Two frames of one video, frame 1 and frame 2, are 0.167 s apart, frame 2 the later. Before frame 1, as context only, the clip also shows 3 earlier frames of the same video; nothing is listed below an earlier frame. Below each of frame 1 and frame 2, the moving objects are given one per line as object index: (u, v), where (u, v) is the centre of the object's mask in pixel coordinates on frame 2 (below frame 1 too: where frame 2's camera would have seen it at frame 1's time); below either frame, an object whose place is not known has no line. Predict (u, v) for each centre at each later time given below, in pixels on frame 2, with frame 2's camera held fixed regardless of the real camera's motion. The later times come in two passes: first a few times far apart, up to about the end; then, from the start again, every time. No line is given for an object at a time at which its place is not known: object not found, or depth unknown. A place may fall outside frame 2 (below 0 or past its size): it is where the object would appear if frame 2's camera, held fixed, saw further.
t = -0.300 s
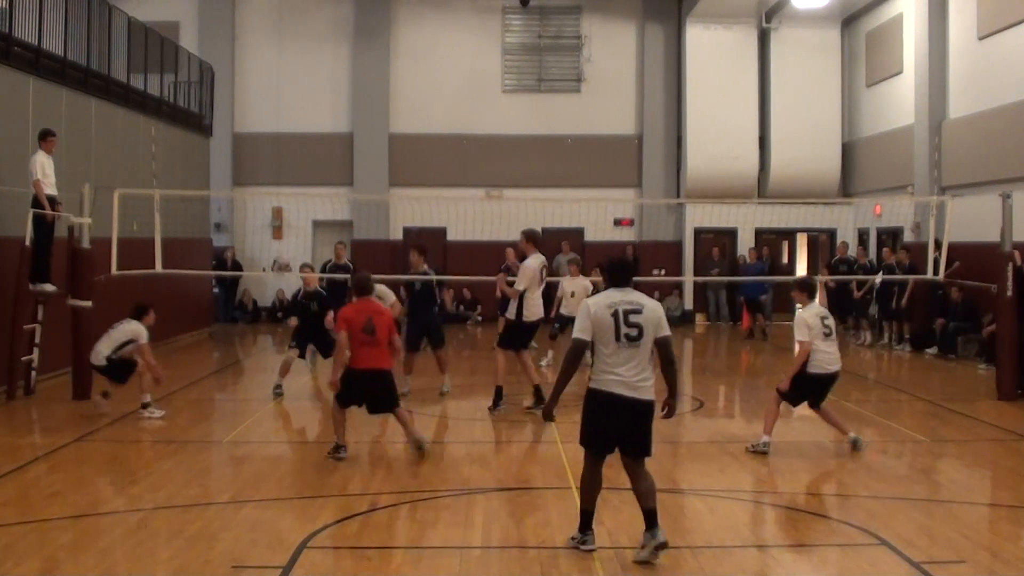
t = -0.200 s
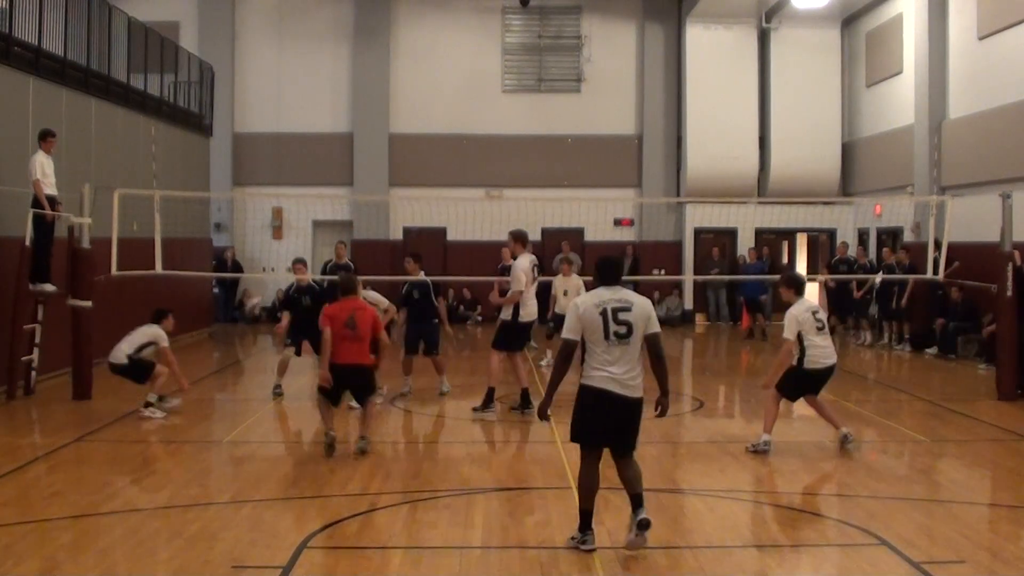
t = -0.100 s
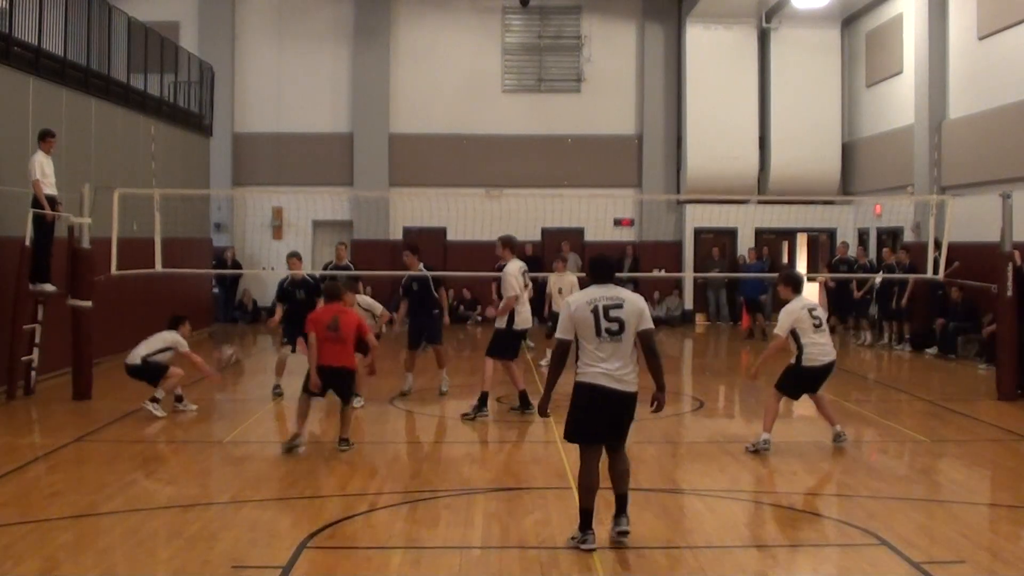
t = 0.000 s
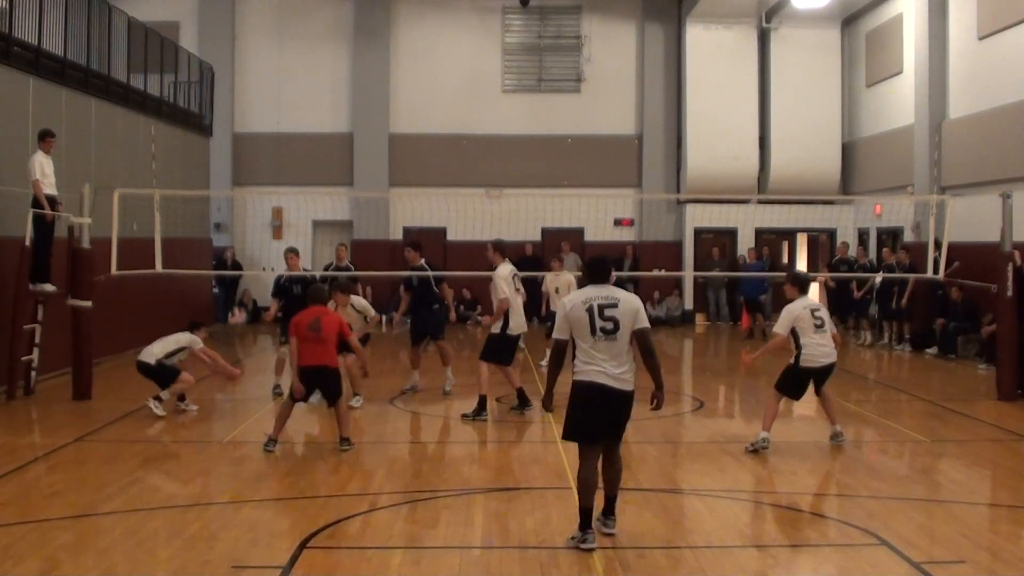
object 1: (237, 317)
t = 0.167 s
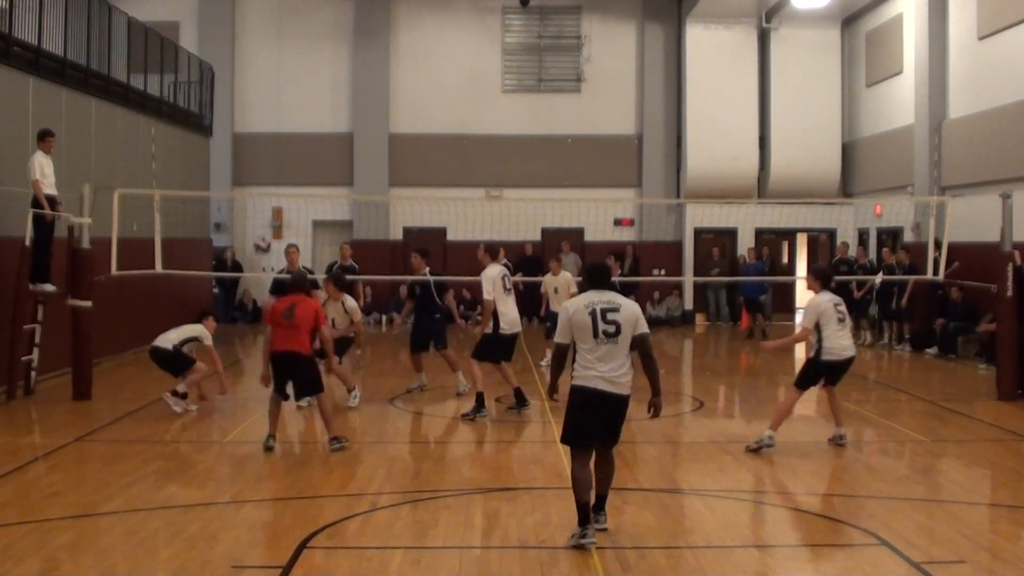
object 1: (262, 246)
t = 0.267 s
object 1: (278, 214)
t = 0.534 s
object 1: (320, 169)
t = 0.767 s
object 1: (355, 184)
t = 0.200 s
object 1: (268, 233)
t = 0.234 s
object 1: (273, 223)
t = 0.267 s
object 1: (278, 214)
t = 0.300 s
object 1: (282, 205)
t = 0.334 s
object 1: (289, 197)
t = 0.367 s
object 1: (294, 189)
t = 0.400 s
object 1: (298, 184)
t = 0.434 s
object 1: (305, 178)
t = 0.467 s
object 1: (309, 174)
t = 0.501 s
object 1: (315, 171)
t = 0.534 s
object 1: (320, 169)
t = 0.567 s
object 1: (325, 168)
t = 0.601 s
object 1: (330, 169)
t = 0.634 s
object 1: (335, 169)
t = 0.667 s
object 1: (341, 169)
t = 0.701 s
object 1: (345, 174)
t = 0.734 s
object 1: (350, 178)
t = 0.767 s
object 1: (355, 184)
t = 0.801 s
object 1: (361, 190)
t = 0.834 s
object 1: (365, 196)
